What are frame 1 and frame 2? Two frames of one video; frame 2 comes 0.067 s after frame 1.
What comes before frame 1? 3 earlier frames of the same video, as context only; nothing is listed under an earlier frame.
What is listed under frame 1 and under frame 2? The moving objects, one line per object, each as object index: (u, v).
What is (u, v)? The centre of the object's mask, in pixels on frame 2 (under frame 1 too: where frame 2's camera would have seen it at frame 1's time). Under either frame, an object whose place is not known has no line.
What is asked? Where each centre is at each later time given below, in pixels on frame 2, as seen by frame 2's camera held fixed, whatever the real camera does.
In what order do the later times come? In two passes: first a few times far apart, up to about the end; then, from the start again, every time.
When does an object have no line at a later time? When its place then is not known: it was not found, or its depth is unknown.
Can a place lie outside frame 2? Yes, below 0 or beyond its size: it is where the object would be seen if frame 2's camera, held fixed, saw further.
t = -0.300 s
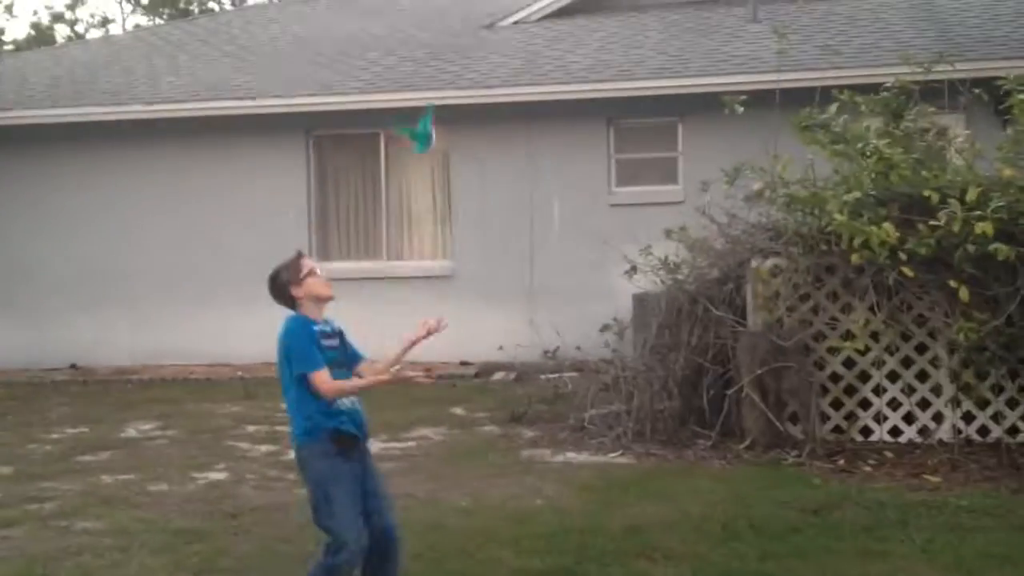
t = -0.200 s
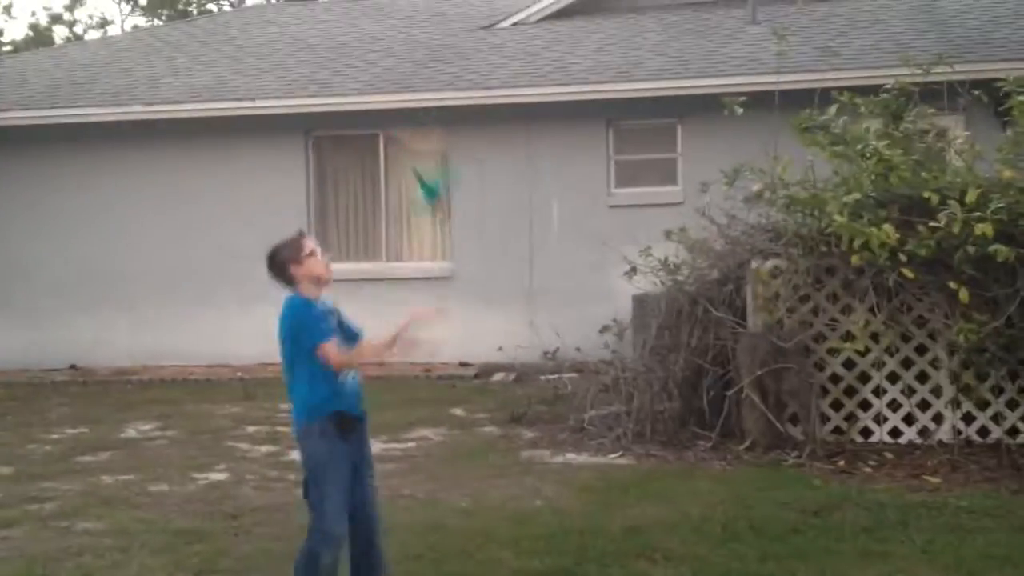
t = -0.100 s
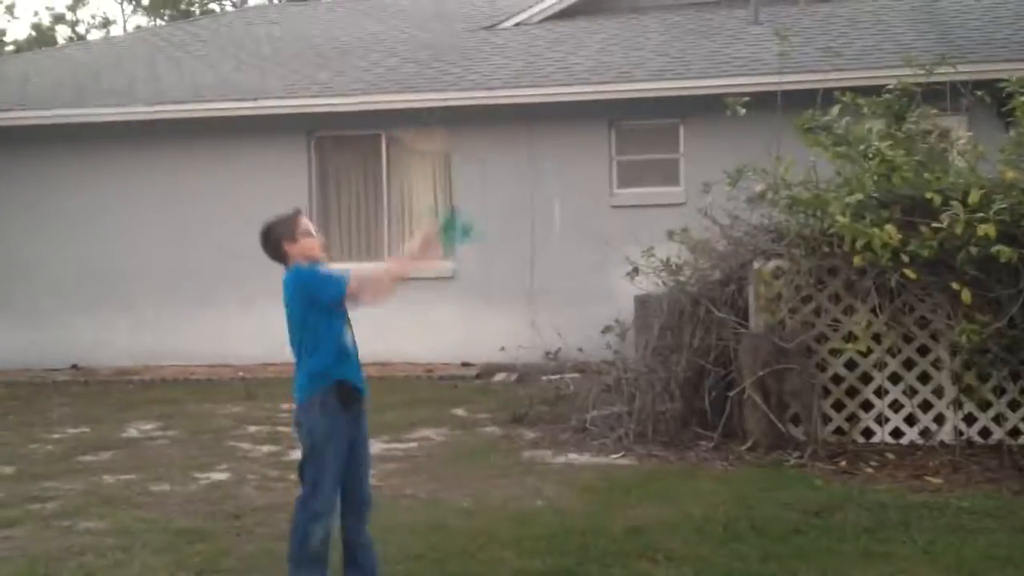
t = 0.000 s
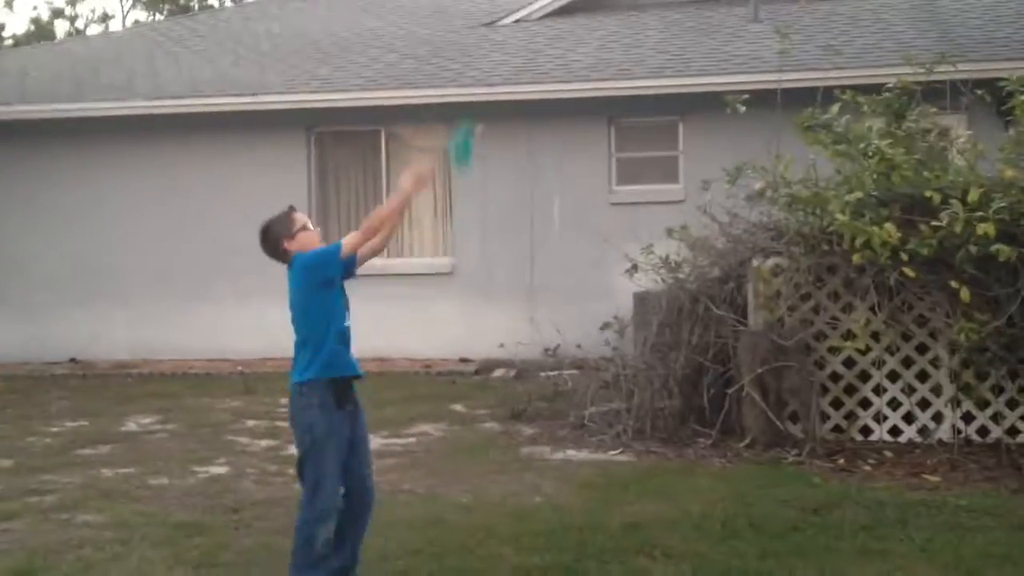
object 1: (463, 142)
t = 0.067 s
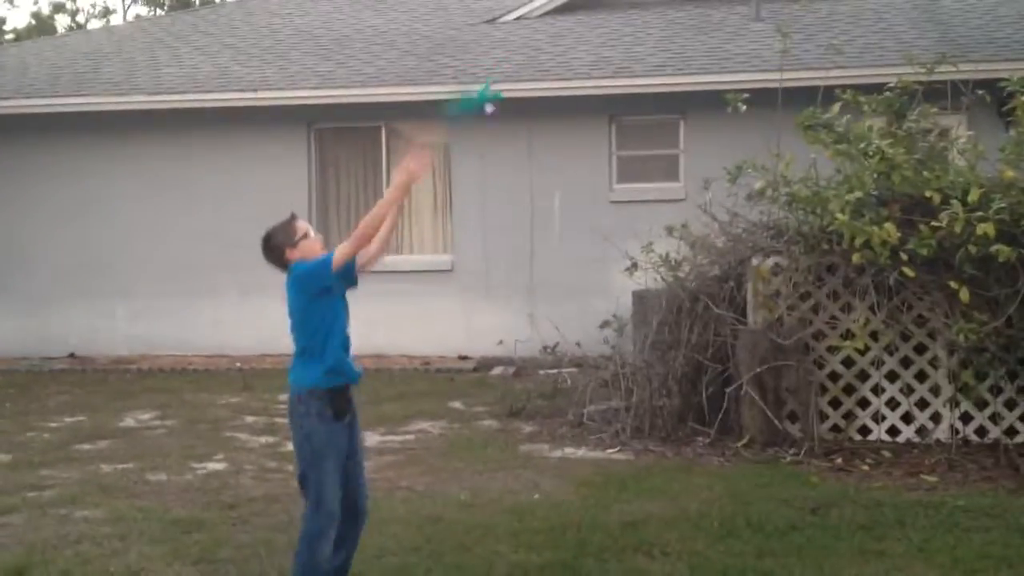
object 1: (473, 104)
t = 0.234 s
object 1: (499, 51)
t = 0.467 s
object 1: (530, 107)
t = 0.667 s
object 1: (574, 308)
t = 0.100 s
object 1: (485, 81)
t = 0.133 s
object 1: (489, 71)
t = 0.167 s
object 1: (492, 60)
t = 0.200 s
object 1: (494, 55)
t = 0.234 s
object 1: (499, 51)
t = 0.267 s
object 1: (502, 51)
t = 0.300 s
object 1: (509, 52)
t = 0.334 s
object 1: (514, 57)
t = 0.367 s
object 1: (520, 68)
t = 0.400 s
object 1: (526, 80)
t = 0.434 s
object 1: (528, 93)
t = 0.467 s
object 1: (530, 107)
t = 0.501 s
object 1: (540, 132)
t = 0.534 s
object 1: (549, 163)
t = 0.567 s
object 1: (557, 200)
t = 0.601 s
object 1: (561, 233)
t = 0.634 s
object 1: (564, 269)
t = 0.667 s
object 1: (574, 308)
